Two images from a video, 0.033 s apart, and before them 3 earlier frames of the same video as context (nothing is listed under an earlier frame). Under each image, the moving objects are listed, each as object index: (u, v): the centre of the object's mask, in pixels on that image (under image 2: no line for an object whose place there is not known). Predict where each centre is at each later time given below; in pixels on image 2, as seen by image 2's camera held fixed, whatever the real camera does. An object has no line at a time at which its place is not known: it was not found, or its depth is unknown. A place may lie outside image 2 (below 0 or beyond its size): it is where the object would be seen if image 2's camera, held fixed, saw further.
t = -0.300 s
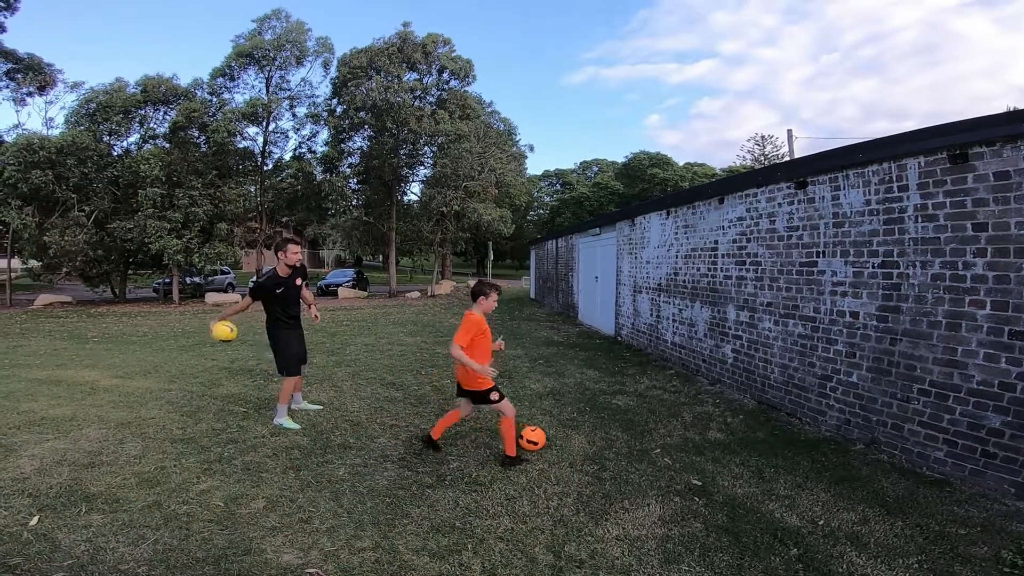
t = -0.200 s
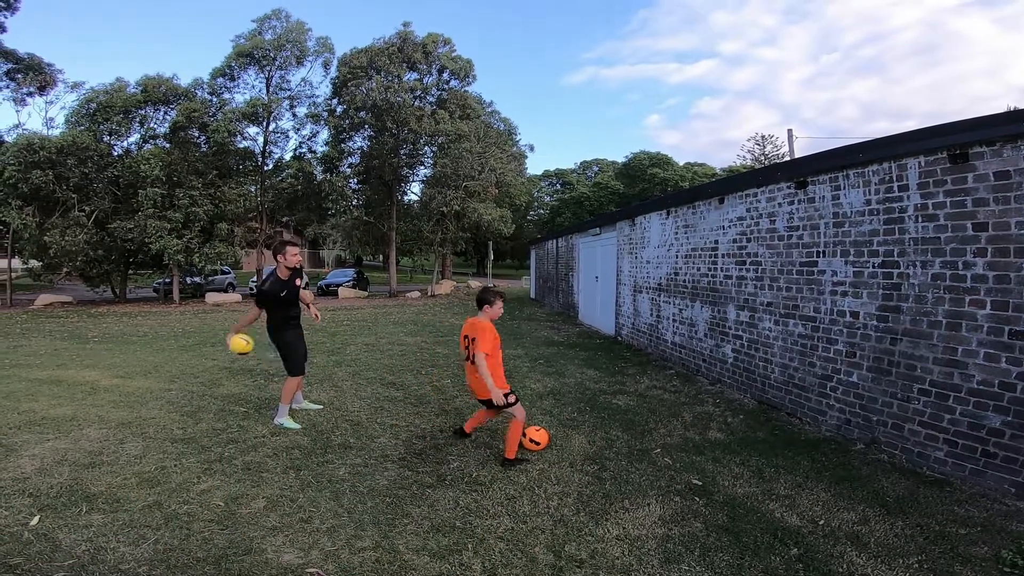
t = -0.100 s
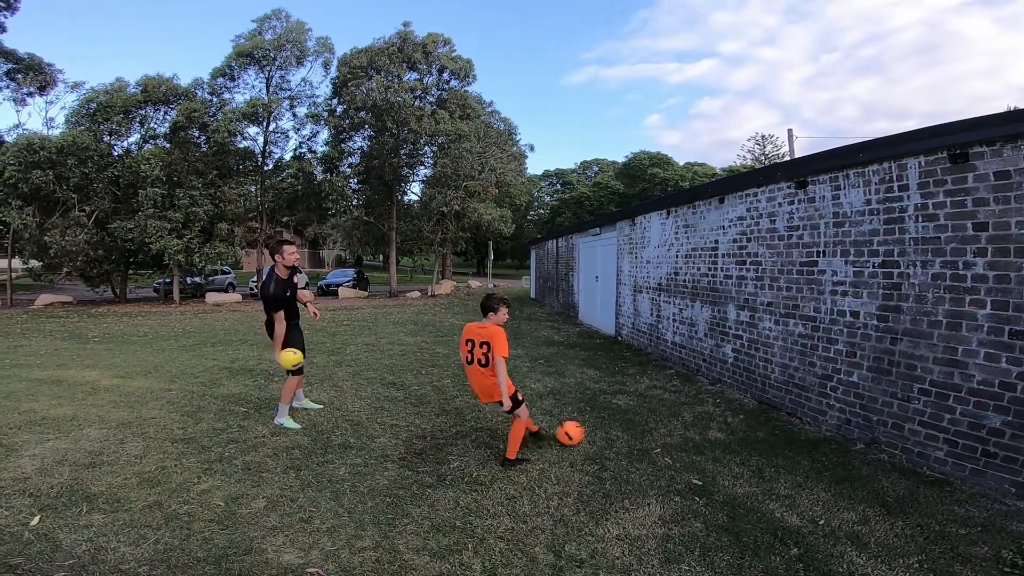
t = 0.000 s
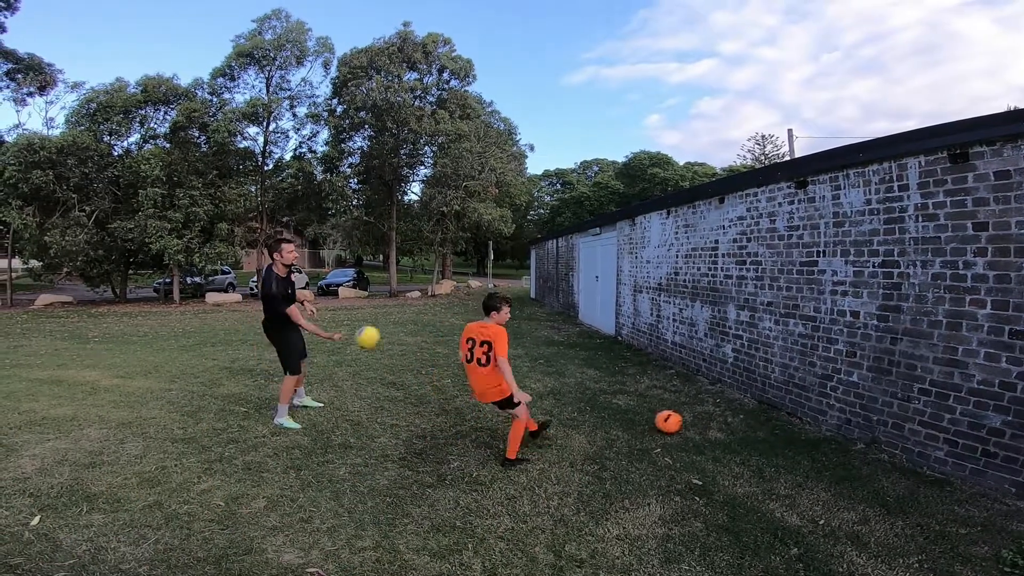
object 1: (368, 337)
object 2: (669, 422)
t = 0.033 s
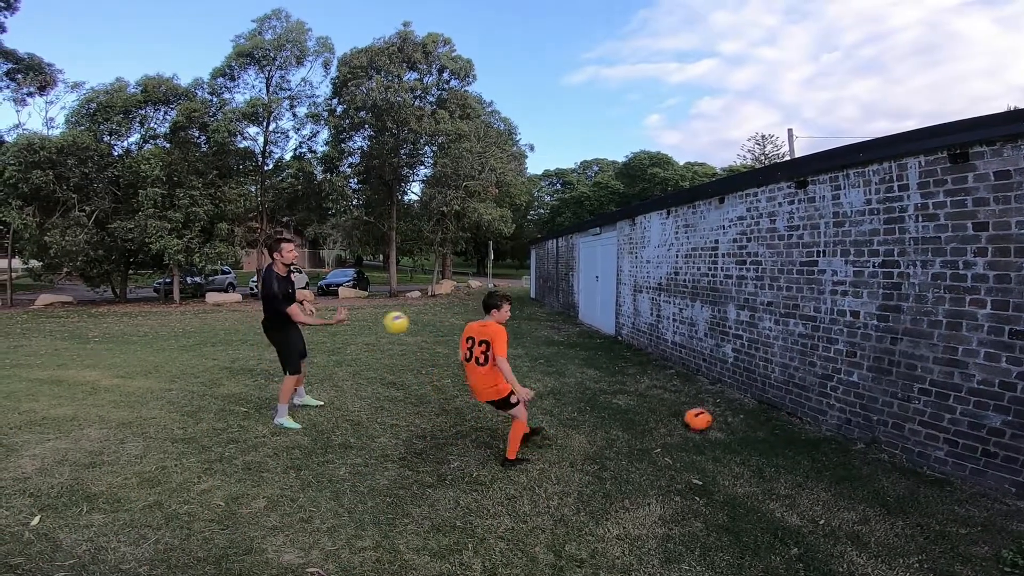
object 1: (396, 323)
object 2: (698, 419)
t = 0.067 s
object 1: (425, 309)
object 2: (726, 417)
